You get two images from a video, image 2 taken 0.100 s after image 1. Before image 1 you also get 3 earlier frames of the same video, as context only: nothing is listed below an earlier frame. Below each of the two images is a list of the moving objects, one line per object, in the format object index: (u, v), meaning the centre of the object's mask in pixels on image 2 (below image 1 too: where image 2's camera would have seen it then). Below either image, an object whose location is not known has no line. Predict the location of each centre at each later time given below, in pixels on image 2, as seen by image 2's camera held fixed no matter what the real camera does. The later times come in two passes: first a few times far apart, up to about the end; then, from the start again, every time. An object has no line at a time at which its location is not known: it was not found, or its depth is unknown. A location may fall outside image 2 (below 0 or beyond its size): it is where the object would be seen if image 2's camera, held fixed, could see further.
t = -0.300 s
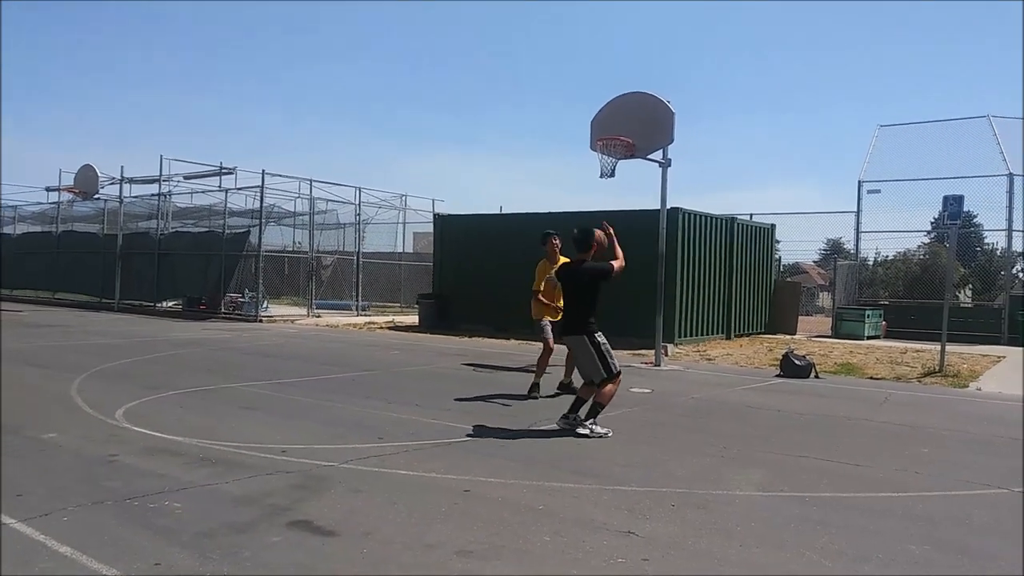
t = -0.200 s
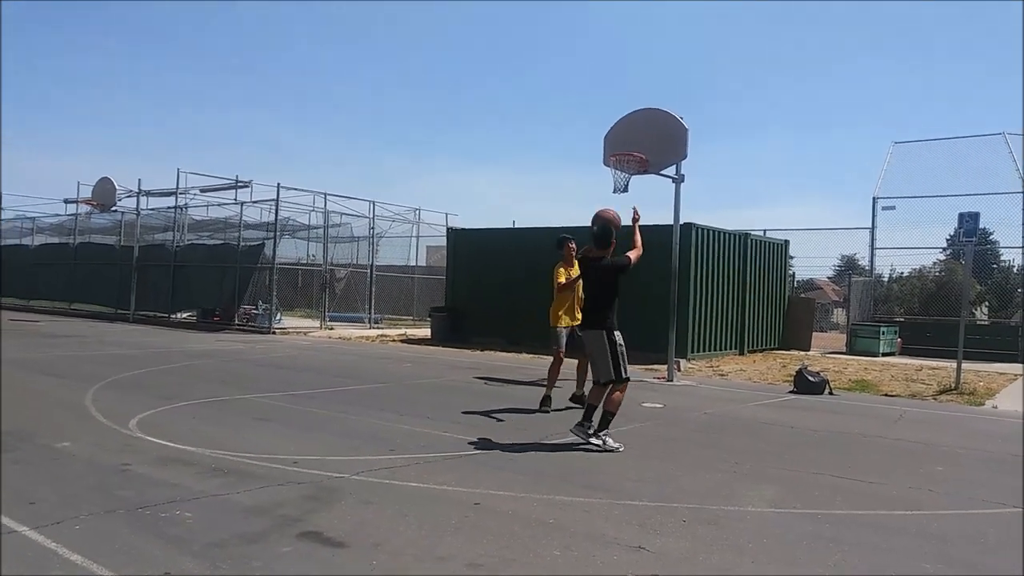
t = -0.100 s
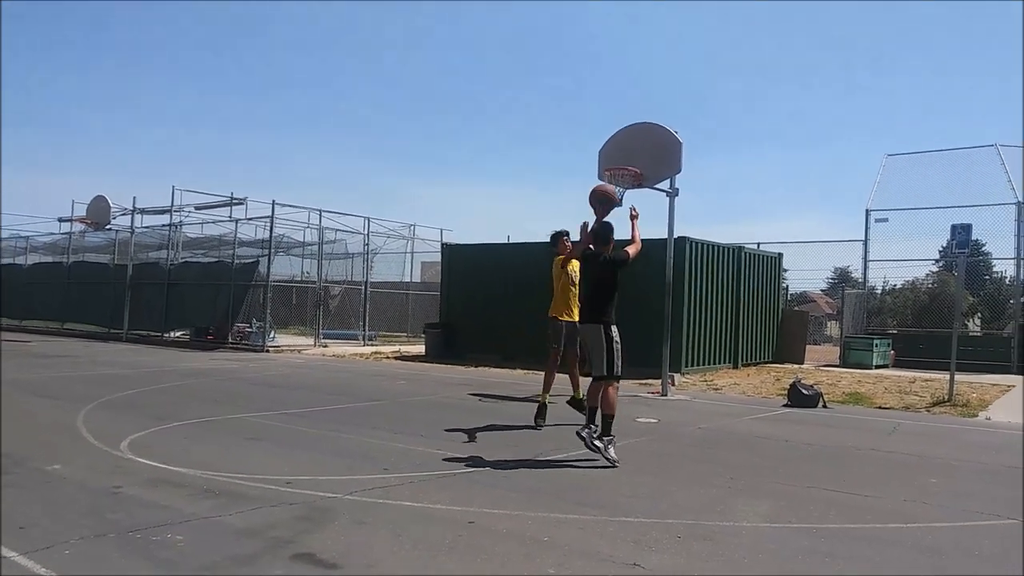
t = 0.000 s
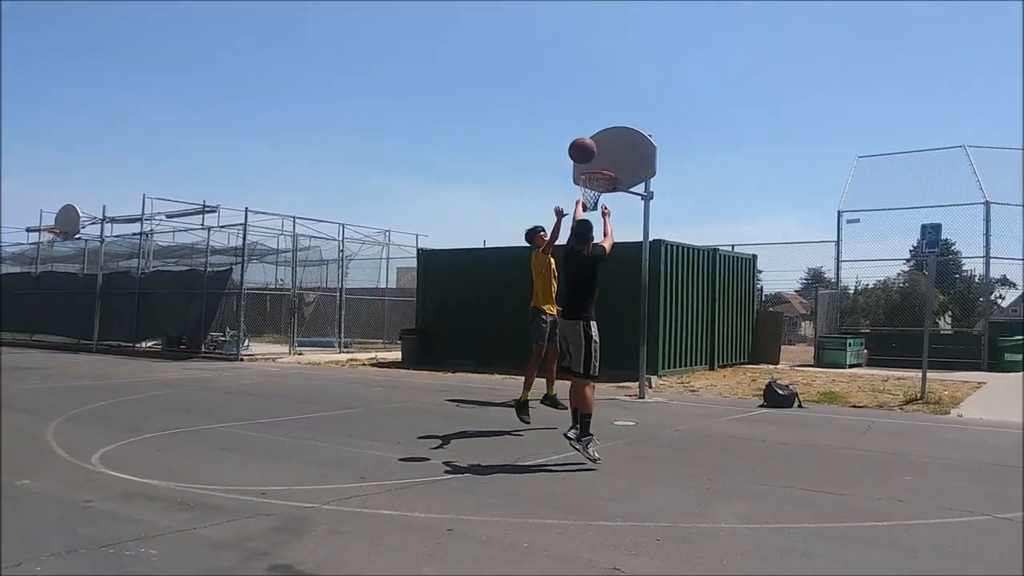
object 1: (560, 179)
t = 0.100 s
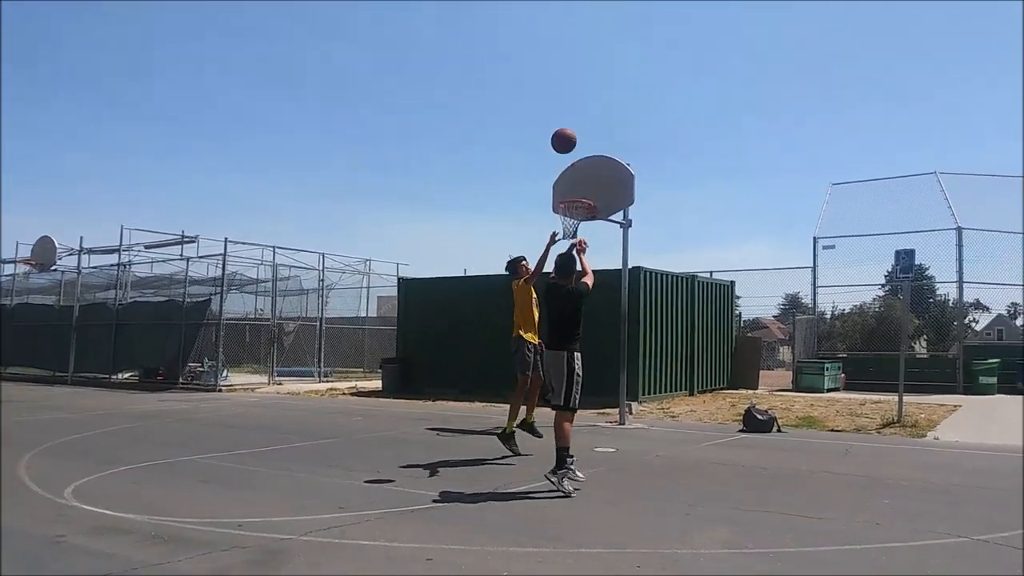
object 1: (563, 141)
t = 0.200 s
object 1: (564, 118)
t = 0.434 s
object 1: (565, 102)
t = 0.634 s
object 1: (563, 126)
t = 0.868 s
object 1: (563, 186)
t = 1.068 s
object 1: (547, 157)
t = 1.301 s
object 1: (524, 135)
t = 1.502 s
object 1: (502, 149)
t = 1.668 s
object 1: (486, 184)
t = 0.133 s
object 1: (565, 133)
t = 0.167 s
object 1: (565, 124)
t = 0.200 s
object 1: (564, 118)
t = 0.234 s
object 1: (563, 113)
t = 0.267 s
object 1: (566, 109)
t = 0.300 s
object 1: (563, 106)
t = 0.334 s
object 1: (562, 102)
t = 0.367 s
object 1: (564, 101)
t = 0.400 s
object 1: (565, 102)
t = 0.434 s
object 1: (565, 102)
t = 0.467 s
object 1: (564, 104)
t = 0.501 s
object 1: (564, 107)
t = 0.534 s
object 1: (563, 112)
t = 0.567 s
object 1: (563, 115)
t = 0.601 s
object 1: (562, 119)
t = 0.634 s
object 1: (563, 126)
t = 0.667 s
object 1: (562, 133)
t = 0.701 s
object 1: (562, 140)
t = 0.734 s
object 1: (563, 148)
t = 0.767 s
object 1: (563, 157)
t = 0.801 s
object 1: (563, 166)
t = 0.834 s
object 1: (563, 175)
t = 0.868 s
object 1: (563, 186)
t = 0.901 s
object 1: (563, 194)
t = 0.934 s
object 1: (560, 185)
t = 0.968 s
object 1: (557, 177)
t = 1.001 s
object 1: (553, 169)
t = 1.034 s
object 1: (550, 162)
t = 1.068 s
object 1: (547, 157)
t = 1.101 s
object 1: (544, 151)
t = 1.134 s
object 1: (541, 146)
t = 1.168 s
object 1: (538, 142)
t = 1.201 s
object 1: (535, 140)
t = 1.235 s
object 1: (531, 137)
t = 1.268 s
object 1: (528, 136)
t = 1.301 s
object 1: (524, 135)
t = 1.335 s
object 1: (522, 137)
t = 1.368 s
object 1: (518, 138)
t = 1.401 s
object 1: (515, 139)
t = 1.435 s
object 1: (510, 139)
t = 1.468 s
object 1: (505, 142)
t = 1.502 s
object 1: (502, 149)
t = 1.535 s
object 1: (499, 154)
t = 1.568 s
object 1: (495, 160)
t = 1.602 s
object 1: (492, 167)
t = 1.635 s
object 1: (490, 175)
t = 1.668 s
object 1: (486, 184)
